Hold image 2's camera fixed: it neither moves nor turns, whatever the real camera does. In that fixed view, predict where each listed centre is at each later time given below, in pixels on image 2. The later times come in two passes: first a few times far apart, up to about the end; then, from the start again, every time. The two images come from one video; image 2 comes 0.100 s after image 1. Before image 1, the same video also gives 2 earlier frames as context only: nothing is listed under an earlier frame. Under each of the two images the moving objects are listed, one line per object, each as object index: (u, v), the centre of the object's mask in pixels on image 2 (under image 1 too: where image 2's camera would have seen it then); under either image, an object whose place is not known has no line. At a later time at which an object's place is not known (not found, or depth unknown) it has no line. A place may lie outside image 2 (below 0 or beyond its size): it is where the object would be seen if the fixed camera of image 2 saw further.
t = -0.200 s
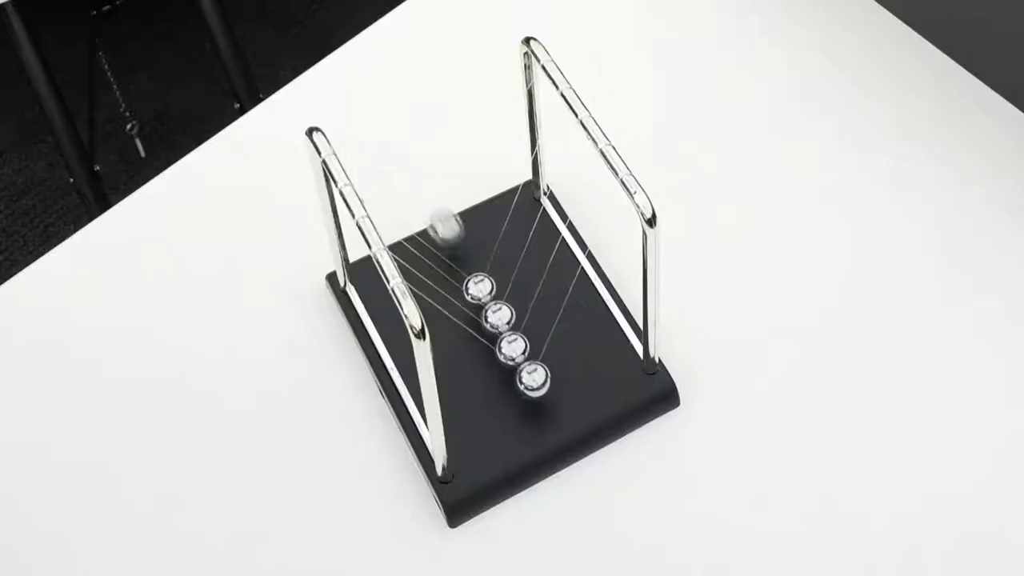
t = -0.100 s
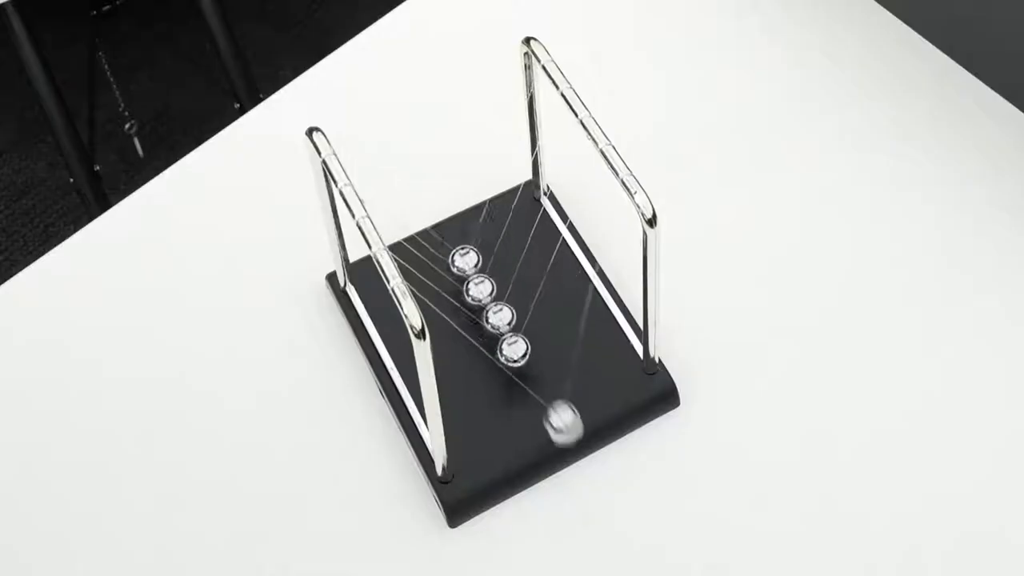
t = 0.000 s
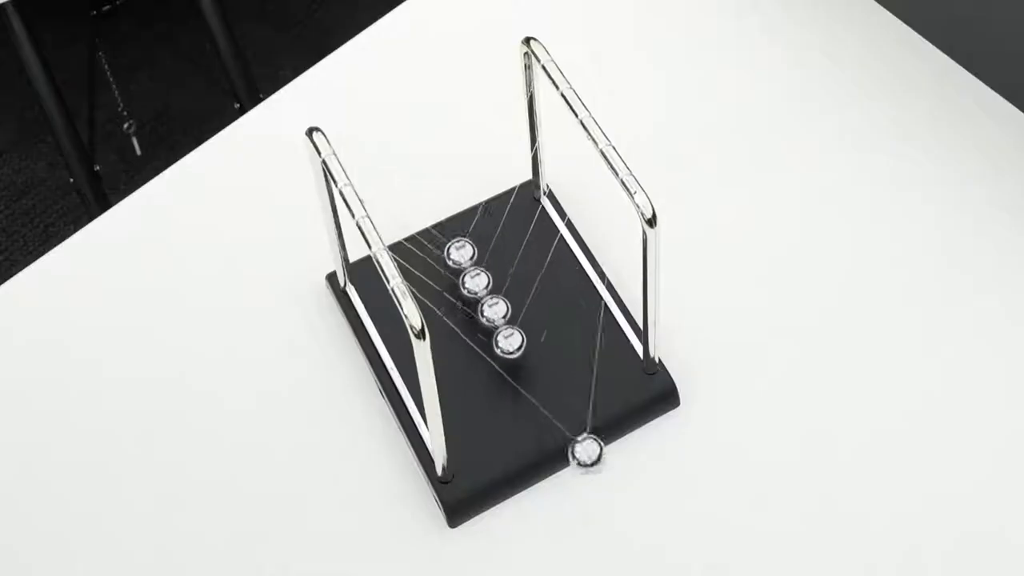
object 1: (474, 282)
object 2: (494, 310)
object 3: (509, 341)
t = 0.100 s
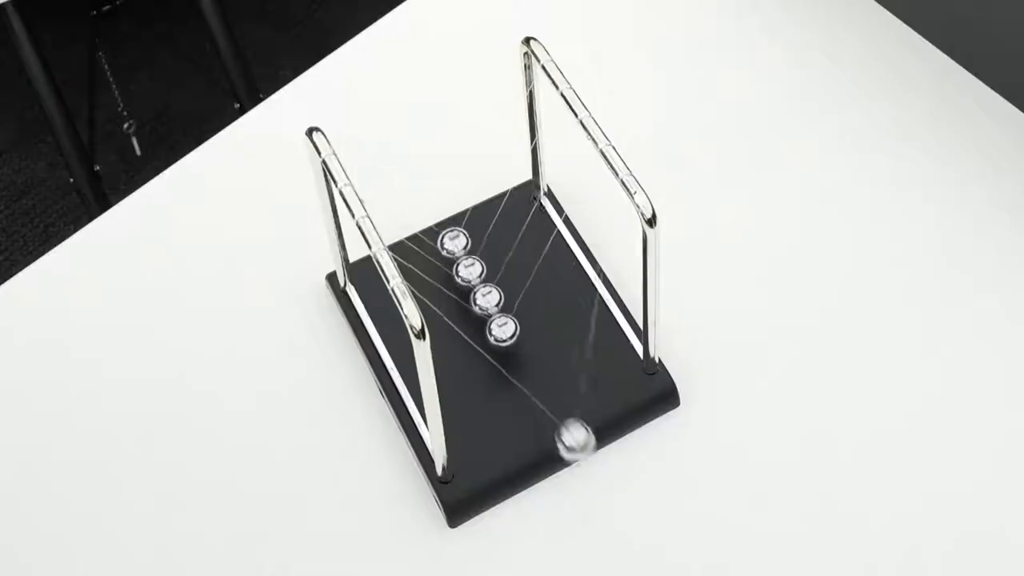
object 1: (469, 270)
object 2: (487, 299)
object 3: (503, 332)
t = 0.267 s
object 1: (463, 261)
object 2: (482, 290)
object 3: (496, 321)
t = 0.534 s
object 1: (476, 285)
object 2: (496, 313)
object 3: (510, 343)
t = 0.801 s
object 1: (471, 279)
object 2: (492, 307)
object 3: (506, 338)
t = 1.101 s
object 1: (466, 265)
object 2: (484, 293)
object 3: (499, 324)
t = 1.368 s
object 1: (478, 288)
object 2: (498, 316)
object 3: (513, 347)
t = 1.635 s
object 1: (469, 271)
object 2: (488, 300)
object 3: (505, 333)
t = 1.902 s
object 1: (464, 264)
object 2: (485, 296)
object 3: (501, 327)
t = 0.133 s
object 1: (467, 267)
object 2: (485, 296)
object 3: (500, 328)
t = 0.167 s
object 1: (465, 265)
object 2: (484, 293)
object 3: (498, 324)
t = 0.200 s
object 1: (464, 263)
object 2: (482, 291)
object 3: (497, 322)
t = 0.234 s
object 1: (464, 261)
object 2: (481, 290)
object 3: (496, 321)
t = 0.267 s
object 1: (463, 261)
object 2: (482, 290)
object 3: (496, 321)
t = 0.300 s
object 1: (463, 262)
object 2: (482, 291)
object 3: (496, 323)
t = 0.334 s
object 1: (463, 265)
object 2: (483, 294)
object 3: (498, 322)
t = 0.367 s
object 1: (467, 267)
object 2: (485, 296)
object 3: (500, 325)
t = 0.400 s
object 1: (469, 271)
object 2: (488, 299)
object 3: (501, 329)
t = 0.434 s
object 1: (469, 275)
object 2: (489, 303)
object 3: (504, 333)
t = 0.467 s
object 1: (473, 278)
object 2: (491, 307)
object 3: (507, 337)
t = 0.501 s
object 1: (474, 282)
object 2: (494, 311)
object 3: (509, 340)
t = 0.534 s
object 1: (476, 285)
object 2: (496, 313)
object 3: (510, 343)
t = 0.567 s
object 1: (477, 287)
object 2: (498, 315)
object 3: (512, 346)
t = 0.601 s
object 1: (478, 289)
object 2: (498, 317)
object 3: (513, 346)
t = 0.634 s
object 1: (478, 289)
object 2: (498, 318)
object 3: (514, 349)
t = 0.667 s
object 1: (478, 289)
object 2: (499, 317)
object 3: (513, 348)
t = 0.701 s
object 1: (477, 287)
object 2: (497, 316)
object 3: (512, 347)
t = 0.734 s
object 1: (475, 285)
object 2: (495, 313)
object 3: (511, 344)
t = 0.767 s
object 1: (474, 282)
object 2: (494, 310)
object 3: (509, 341)
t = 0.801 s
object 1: (471, 279)
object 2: (492, 307)
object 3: (506, 338)
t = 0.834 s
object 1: (471, 275)
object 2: (489, 303)
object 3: (504, 333)
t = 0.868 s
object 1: (469, 271)
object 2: (487, 300)
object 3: (503, 330)
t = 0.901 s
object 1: (467, 268)
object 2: (485, 296)
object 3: (501, 327)
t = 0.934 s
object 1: (465, 266)
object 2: (484, 293)
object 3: (498, 324)
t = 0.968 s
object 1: (464, 264)
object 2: (483, 291)
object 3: (498, 322)
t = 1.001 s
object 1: (464, 262)
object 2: (482, 290)
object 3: (497, 321)
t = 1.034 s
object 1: (464, 263)
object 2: (482, 290)
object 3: (497, 321)
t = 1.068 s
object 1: (464, 263)
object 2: (483, 291)
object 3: (497, 322)
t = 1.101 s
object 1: (466, 265)
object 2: (484, 293)
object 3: (499, 324)
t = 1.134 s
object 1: (467, 268)
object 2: (485, 296)
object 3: (501, 327)
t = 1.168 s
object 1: (469, 271)
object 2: (488, 299)
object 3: (502, 331)
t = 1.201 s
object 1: (469, 275)
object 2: (490, 303)
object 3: (504, 335)
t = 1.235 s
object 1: (472, 278)
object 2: (492, 307)
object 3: (507, 338)
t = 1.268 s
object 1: (474, 281)
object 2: (494, 310)
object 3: (509, 341)
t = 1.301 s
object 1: (475, 285)
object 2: (496, 313)
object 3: (511, 344)
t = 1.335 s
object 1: (477, 287)
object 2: (497, 315)
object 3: (512, 346)
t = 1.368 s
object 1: (478, 288)
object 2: (498, 316)
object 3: (513, 347)
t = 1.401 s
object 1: (478, 288)
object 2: (498, 317)
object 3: (513, 349)
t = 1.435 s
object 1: (477, 288)
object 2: (498, 317)
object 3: (514, 350)
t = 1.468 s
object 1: (478, 286)
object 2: (497, 316)
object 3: (514, 349)
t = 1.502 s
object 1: (477, 284)
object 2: (496, 313)
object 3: (513, 347)
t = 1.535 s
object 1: (474, 281)
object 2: (494, 311)
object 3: (511, 345)
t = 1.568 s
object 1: (473, 278)
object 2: (492, 307)
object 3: (509, 342)
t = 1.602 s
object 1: (469, 275)
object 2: (490, 304)
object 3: (507, 338)
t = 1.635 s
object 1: (469, 271)
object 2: (488, 300)
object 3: (505, 333)
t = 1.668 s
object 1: (467, 269)
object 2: (486, 297)
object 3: (502, 329)
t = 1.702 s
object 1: (464, 267)
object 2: (484, 294)
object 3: (499, 326)
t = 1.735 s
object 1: (464, 264)
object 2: (483, 292)
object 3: (498, 323)
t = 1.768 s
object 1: (464, 263)
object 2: (483, 291)
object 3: (497, 322)
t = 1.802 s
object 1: (463, 261)
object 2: (483, 291)
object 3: (497, 322)
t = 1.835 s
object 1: (463, 261)
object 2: (483, 292)
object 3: (497, 323)
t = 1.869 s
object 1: (464, 262)
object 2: (483, 294)
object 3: (499, 324)
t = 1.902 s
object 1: (464, 264)
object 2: (485, 296)
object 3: (501, 327)
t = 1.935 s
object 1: (466, 268)
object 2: (488, 299)
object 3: (502, 330)
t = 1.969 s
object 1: (468, 271)
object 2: (489, 302)
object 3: (504, 333)
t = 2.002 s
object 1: (470, 275)
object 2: (490, 306)
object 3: (507, 337)
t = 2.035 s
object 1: (473, 280)
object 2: (493, 309)
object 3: (509, 340)
